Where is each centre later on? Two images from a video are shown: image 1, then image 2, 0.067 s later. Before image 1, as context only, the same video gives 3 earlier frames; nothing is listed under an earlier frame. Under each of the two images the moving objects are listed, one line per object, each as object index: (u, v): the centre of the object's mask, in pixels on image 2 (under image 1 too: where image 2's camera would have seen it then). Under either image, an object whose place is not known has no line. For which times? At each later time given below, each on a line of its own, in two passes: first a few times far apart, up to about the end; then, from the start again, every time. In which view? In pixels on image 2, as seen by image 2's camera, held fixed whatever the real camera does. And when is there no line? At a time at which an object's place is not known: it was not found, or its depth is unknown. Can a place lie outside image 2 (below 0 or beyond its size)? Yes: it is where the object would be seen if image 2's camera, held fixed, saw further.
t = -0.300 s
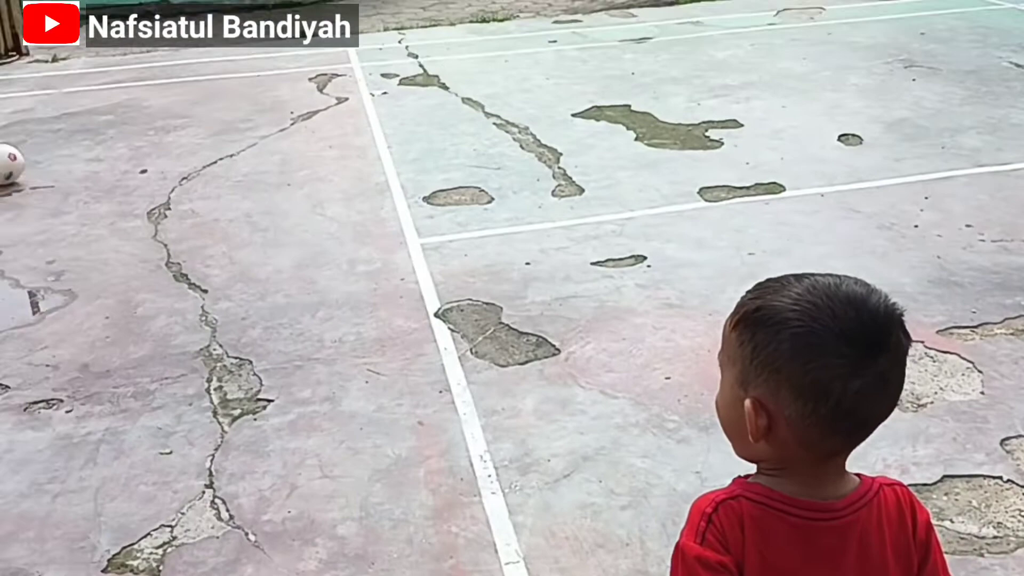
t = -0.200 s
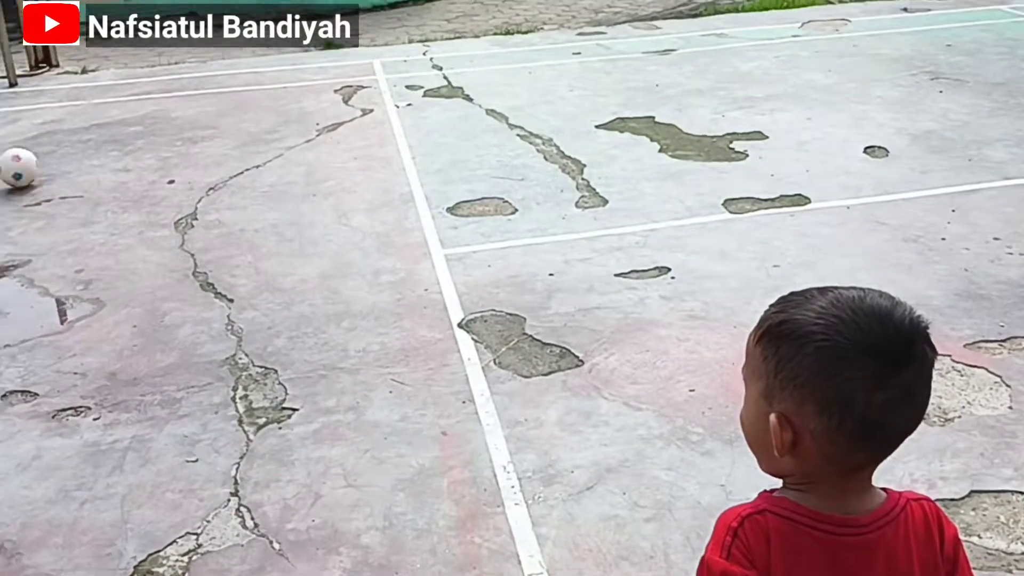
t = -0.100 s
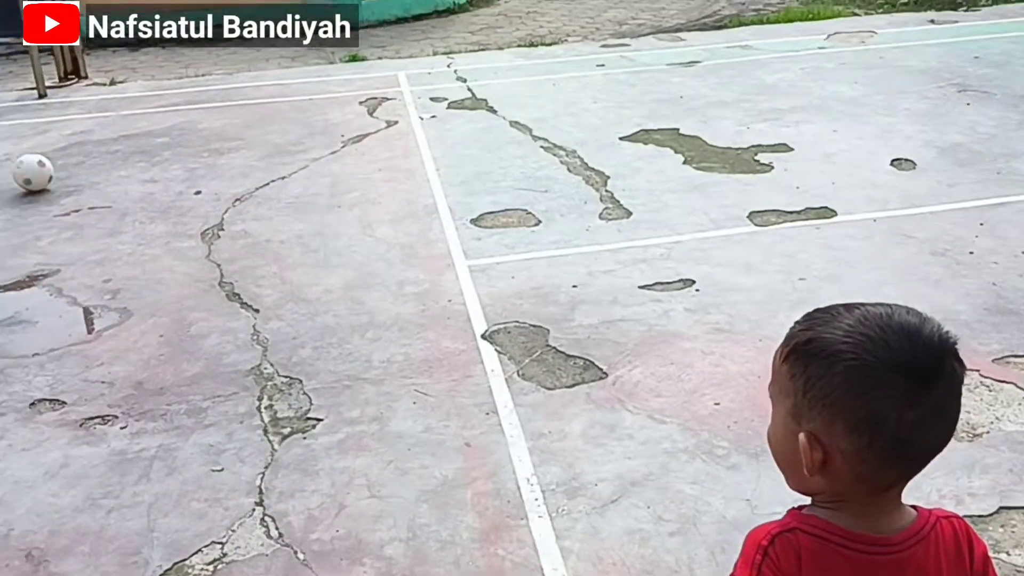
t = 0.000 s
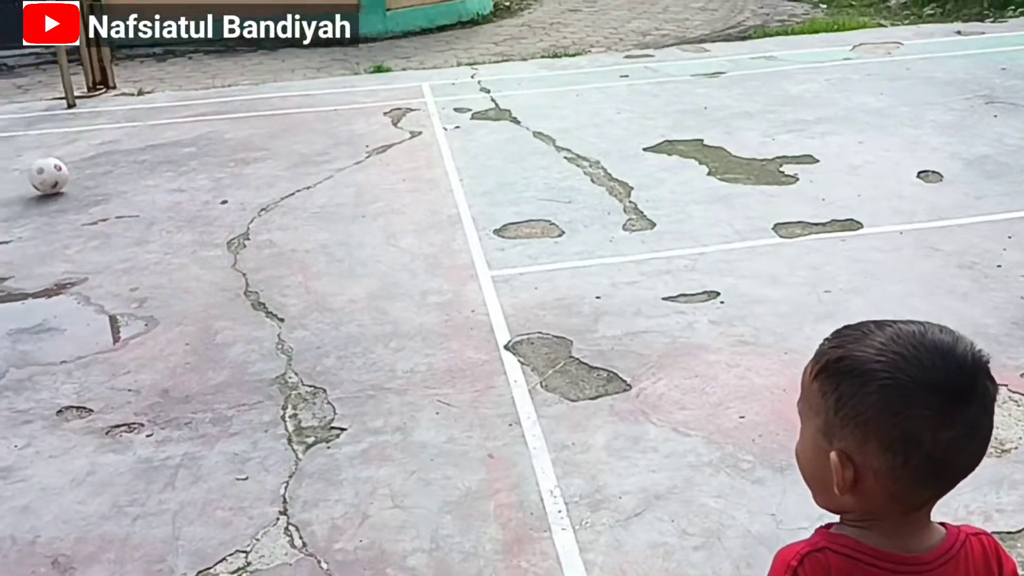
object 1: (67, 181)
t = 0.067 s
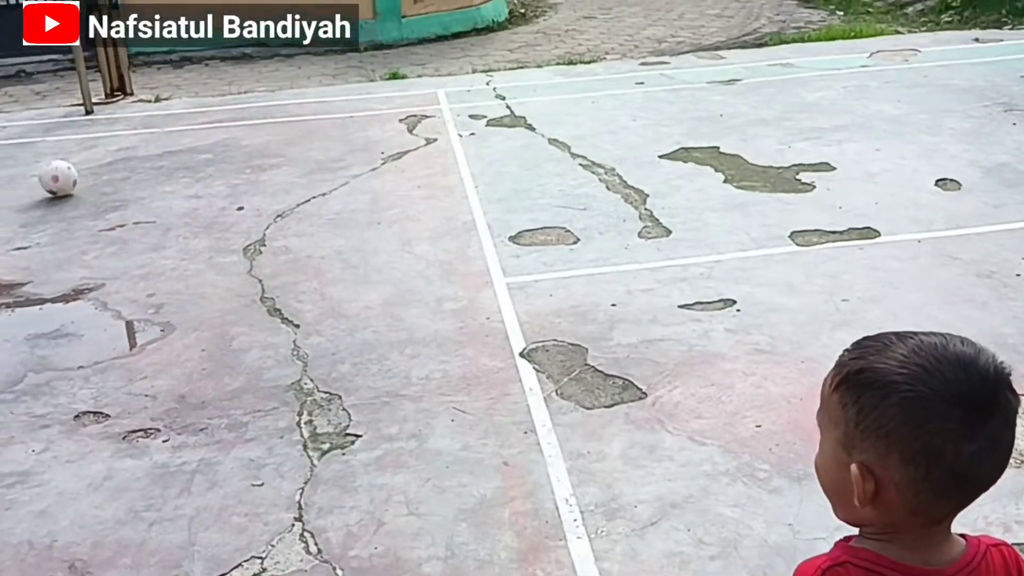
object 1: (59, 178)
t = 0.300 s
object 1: (31, 167)
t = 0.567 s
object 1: (1, 155)
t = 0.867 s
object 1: (-29, 145)
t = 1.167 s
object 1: (-55, 135)
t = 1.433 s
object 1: (-74, 128)
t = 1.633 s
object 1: (-85, 124)
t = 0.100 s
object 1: (55, 176)
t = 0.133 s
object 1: (51, 174)
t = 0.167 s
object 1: (47, 173)
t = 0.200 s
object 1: (43, 172)
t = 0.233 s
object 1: (39, 169)
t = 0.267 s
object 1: (35, 168)
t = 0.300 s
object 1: (31, 167)
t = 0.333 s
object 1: (27, 164)
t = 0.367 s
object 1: (23, 163)
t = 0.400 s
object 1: (20, 161)
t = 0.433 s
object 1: (16, 160)
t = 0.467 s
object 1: (13, 160)
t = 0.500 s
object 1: (9, 158)
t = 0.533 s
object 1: (5, 156)
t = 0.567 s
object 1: (1, 155)
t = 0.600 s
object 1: (-2, 154)
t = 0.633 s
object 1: (-6, 152)
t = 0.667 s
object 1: (-9, 152)
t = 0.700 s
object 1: (-13, 150)
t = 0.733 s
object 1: (-16, 149)
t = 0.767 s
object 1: (-19, 148)
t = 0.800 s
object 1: (-22, 147)
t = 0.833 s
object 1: (-25, 146)
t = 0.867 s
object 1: (-29, 145)
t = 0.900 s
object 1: (-32, 143)
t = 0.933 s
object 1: (-35, 142)
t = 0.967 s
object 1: (-39, 141)
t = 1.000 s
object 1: (-42, 140)
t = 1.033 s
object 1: (-44, 139)
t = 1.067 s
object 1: (-47, 138)
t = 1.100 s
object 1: (-50, 136)
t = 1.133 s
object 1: (-53, 136)
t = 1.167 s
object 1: (-55, 135)
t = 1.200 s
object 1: (-58, 134)
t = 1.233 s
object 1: (-60, 133)
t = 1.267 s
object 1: (-63, 132)
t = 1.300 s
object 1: (-65, 131)
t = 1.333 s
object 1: (-68, 130)
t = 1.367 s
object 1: (-70, 130)
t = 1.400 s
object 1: (-72, 129)
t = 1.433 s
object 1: (-74, 128)
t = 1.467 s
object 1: (-76, 128)
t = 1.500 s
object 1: (-78, 127)
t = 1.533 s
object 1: (-79, 126)
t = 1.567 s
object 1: (-81, 126)
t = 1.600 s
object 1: (-83, 125)
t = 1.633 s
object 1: (-85, 124)
